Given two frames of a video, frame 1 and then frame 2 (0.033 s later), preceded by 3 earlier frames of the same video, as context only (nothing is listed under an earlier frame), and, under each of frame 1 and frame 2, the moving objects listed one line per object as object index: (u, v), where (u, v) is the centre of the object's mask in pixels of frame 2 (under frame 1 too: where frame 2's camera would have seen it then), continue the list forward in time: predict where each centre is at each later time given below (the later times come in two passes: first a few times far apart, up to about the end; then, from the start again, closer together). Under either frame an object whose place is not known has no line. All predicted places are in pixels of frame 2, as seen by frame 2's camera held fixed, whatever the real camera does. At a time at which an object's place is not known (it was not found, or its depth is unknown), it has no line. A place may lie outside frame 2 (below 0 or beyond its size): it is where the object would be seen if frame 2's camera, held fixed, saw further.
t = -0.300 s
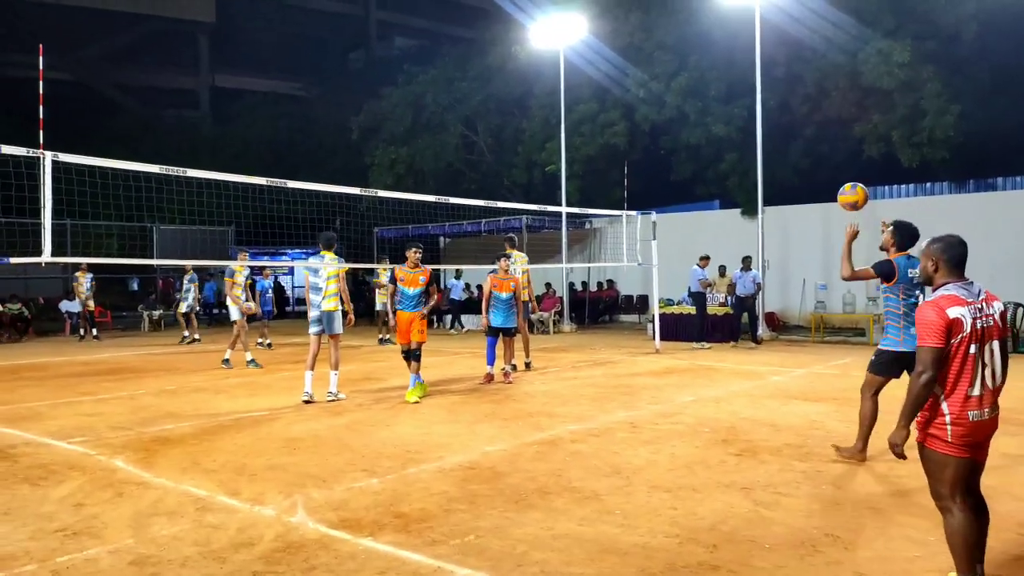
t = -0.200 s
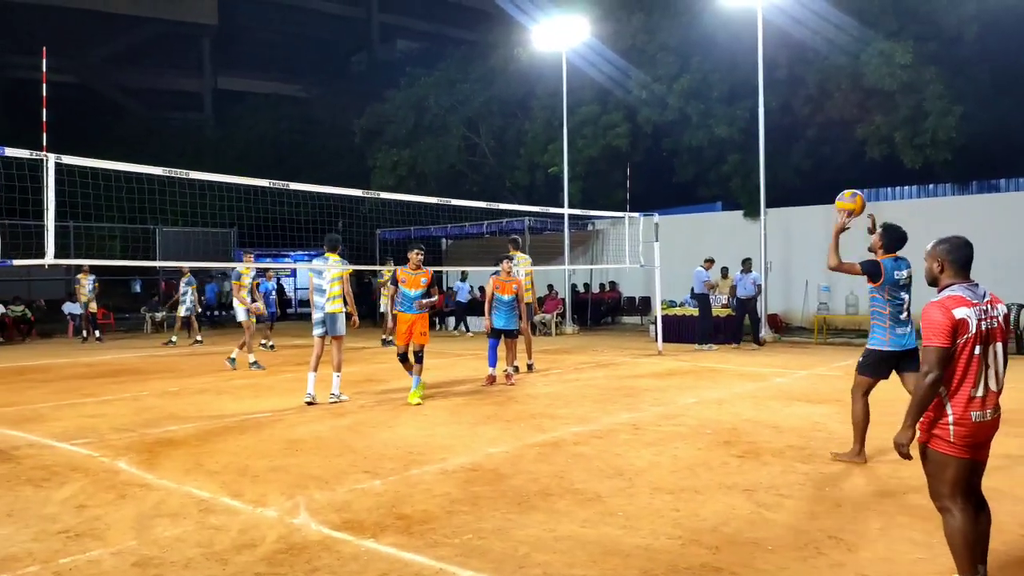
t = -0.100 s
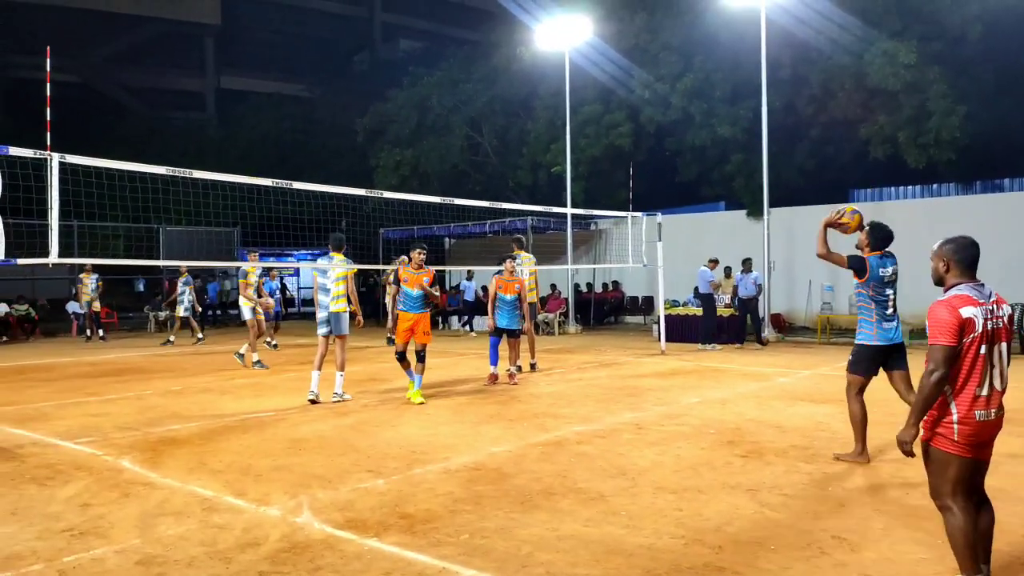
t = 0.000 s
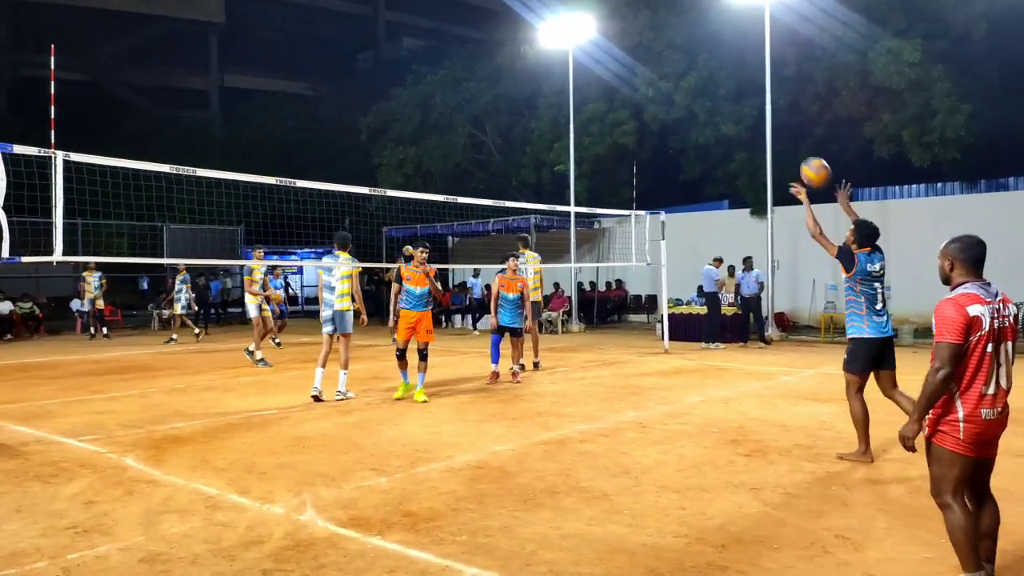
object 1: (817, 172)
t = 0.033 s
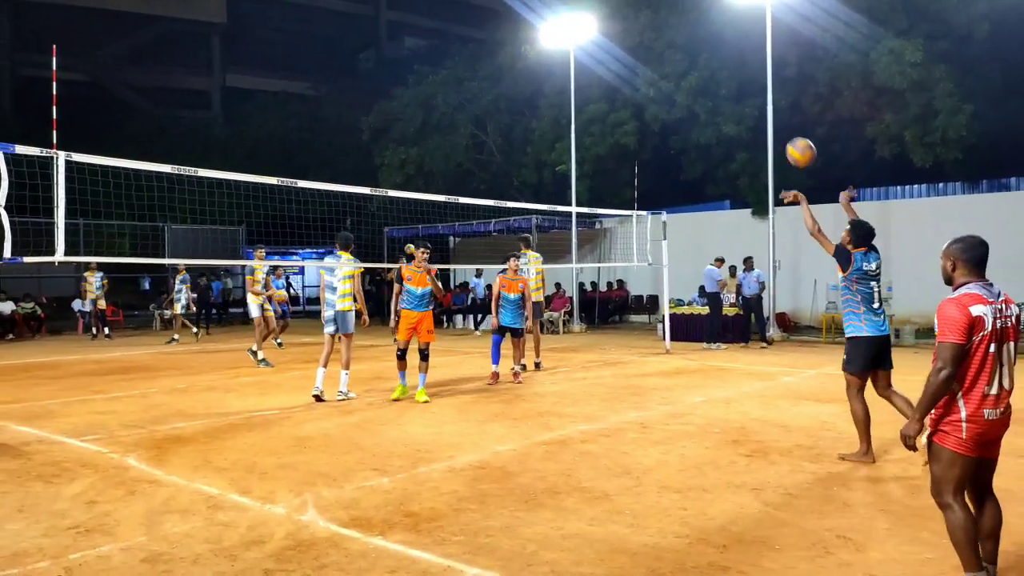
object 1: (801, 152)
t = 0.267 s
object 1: (705, 62)
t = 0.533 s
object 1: (622, 48)
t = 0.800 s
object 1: (558, 99)
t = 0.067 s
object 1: (786, 134)
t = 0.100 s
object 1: (770, 117)
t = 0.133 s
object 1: (756, 102)
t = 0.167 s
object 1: (743, 90)
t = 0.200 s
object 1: (730, 79)
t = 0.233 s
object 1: (717, 70)
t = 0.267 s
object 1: (705, 62)
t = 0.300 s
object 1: (693, 56)
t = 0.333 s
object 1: (682, 51)
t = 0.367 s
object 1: (671, 47)
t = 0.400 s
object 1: (660, 45)
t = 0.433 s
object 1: (650, 44)
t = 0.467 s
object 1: (640, 44)
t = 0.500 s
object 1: (631, 45)
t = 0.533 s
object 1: (622, 48)
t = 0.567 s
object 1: (613, 51)
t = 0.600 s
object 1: (604, 55)
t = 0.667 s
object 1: (588, 67)
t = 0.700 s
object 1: (580, 73)
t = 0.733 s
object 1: (572, 81)
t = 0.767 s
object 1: (565, 90)
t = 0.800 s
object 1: (558, 99)
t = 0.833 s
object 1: (551, 109)
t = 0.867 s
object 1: (544, 120)
